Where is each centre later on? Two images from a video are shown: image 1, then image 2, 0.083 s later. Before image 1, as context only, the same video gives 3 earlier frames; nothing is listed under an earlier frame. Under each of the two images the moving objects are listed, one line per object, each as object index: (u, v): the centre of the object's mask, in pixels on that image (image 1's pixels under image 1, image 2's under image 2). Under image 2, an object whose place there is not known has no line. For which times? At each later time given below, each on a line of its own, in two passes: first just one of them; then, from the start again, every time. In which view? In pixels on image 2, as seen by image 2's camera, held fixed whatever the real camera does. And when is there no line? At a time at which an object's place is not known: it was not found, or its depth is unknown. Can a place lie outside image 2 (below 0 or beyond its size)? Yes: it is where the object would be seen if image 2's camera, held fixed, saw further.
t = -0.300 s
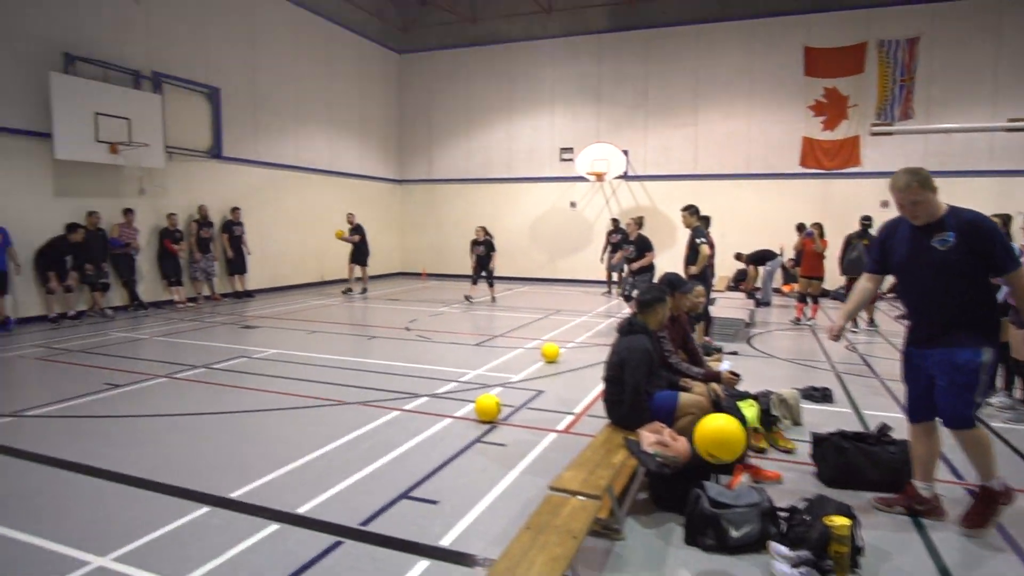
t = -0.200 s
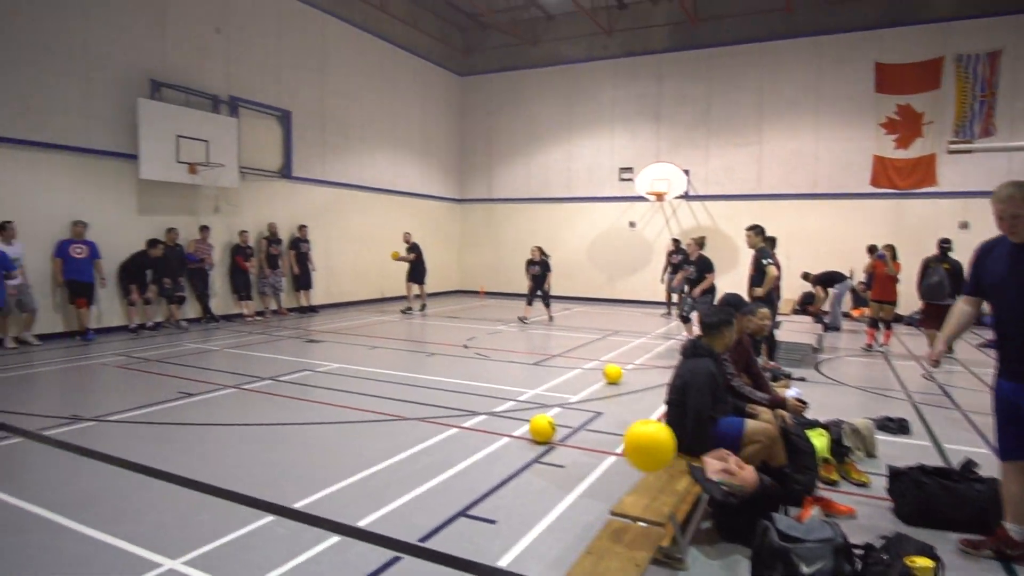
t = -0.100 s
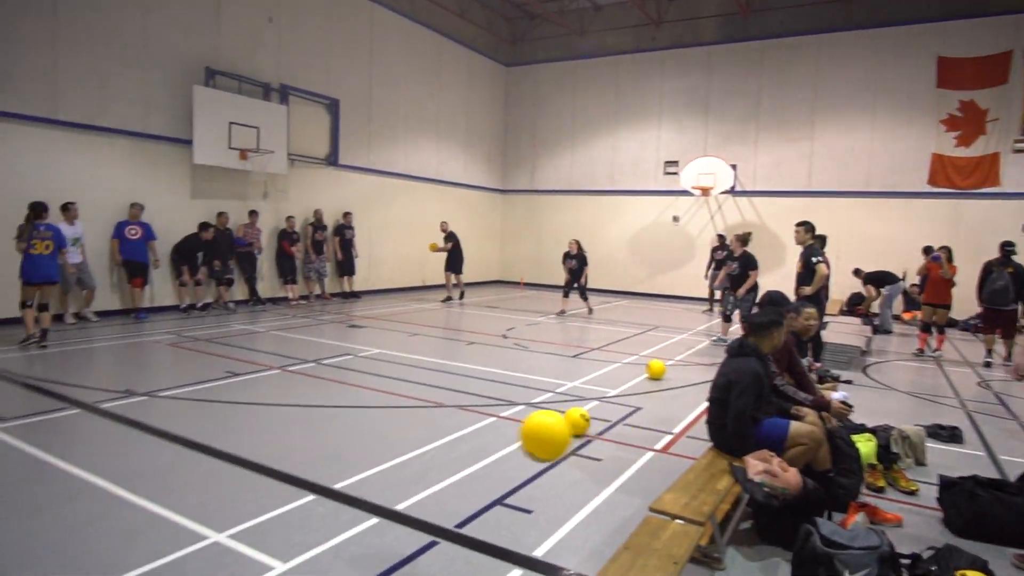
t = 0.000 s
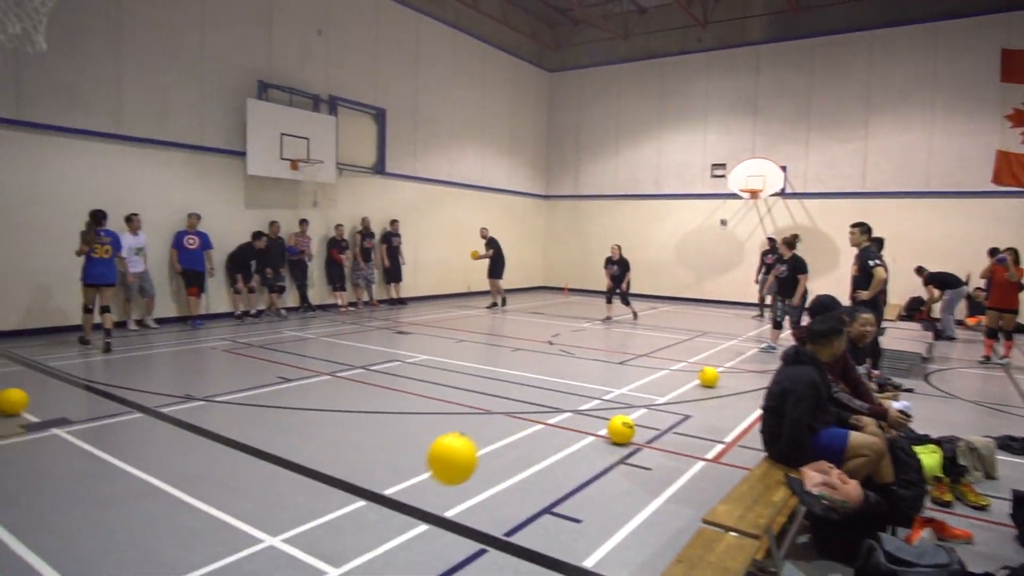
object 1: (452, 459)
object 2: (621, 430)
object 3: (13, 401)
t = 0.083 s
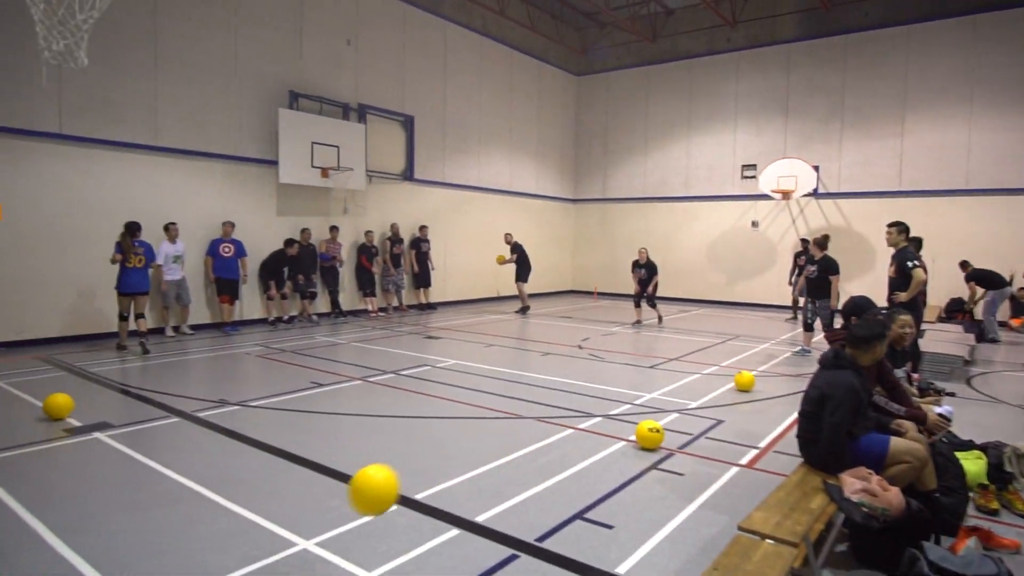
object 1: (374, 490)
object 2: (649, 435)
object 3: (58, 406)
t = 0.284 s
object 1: (195, 514)
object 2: (643, 435)
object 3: (62, 405)
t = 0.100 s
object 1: (353, 496)
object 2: (649, 435)
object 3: (58, 406)
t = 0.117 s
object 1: (333, 504)
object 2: (648, 435)
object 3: (59, 406)
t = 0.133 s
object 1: (312, 512)
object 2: (648, 435)
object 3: (59, 405)
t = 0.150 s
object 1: (293, 520)
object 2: (647, 434)
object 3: (59, 405)
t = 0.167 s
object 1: (273, 529)
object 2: (646, 434)
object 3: (60, 405)
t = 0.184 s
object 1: (254, 538)
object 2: (646, 434)
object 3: (61, 405)
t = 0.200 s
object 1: (234, 549)
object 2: (645, 435)
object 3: (61, 405)
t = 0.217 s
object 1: (224, 549)
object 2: (645, 435)
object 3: (61, 405)
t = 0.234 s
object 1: (216, 540)
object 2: (644, 435)
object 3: (61, 405)
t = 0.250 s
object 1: (209, 531)
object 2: (644, 434)
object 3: (62, 405)
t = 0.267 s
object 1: (202, 522)
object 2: (643, 434)
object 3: (62, 405)
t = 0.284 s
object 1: (195, 514)
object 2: (643, 435)
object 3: (62, 405)
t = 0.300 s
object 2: (642, 435)
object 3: (63, 405)
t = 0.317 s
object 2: (642, 435)
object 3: (64, 405)
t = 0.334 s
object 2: (641, 435)
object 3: (64, 405)
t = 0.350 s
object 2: (641, 434)
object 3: (64, 404)
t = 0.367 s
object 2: (640, 435)
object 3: (64, 404)
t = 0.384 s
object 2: (639, 435)
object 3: (65, 404)
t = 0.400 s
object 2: (639, 435)
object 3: (65, 404)
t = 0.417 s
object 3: (64, 404)
